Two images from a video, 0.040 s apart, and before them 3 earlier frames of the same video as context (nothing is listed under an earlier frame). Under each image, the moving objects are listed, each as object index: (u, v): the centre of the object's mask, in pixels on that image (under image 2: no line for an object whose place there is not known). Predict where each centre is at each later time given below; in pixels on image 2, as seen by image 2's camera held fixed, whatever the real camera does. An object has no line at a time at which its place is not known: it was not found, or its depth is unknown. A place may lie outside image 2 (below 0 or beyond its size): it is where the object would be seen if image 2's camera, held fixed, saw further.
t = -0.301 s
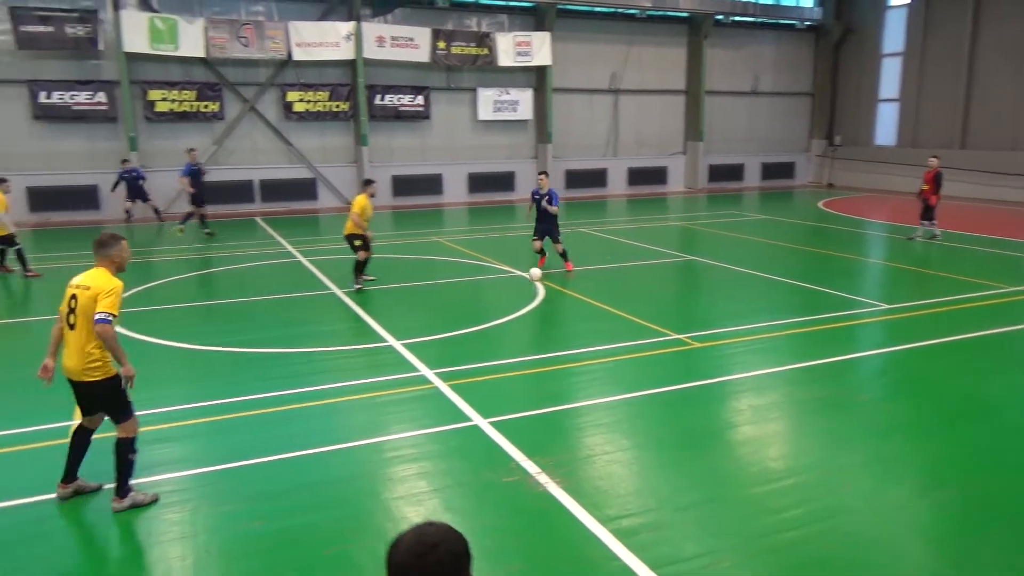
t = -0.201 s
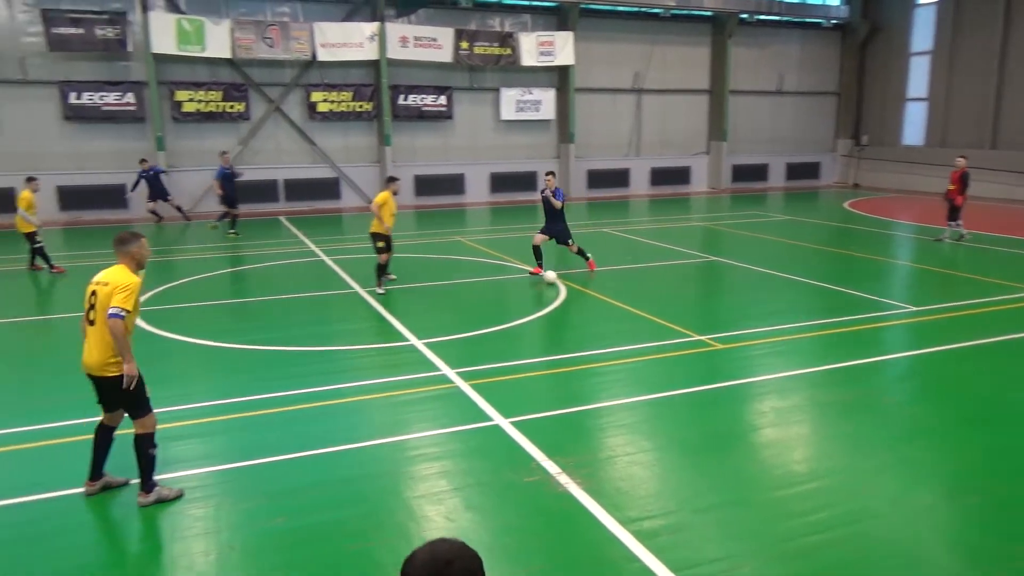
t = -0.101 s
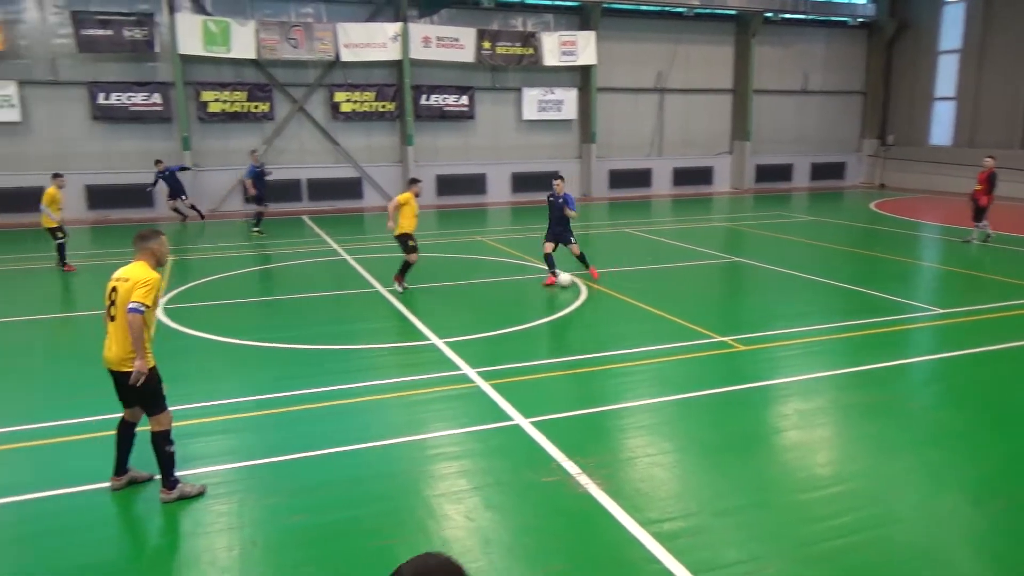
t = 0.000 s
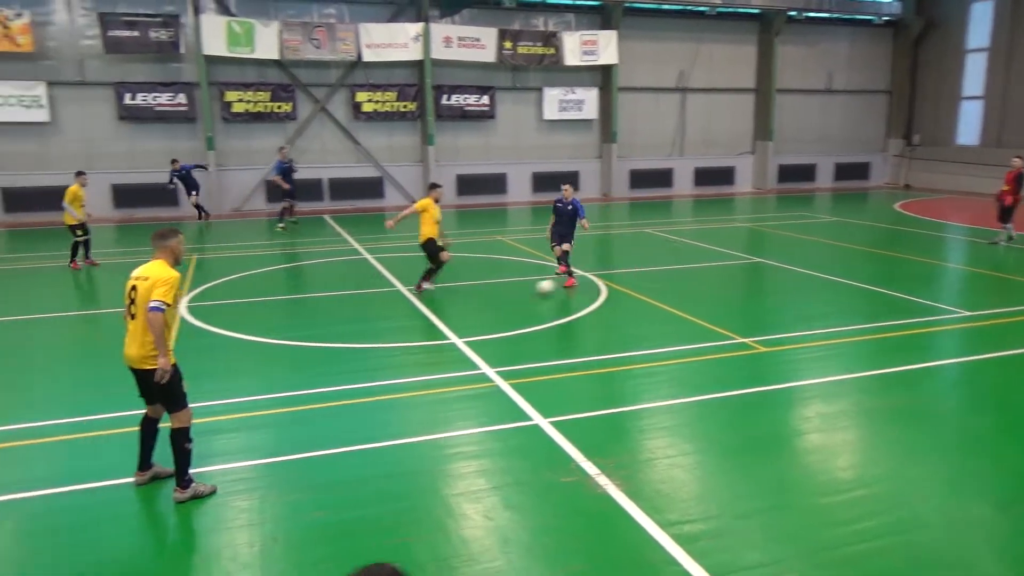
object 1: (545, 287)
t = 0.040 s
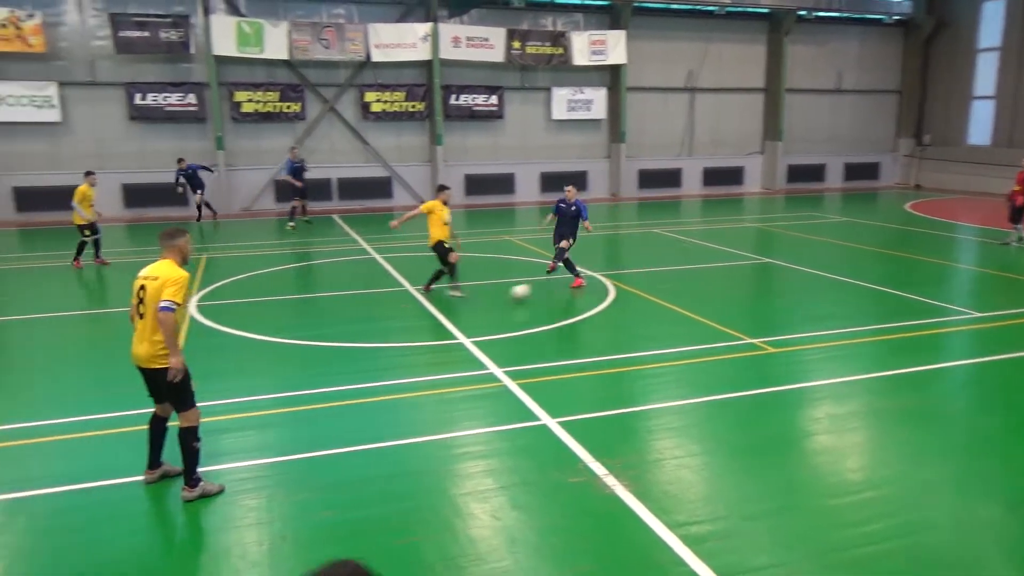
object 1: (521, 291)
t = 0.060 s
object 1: (503, 295)
